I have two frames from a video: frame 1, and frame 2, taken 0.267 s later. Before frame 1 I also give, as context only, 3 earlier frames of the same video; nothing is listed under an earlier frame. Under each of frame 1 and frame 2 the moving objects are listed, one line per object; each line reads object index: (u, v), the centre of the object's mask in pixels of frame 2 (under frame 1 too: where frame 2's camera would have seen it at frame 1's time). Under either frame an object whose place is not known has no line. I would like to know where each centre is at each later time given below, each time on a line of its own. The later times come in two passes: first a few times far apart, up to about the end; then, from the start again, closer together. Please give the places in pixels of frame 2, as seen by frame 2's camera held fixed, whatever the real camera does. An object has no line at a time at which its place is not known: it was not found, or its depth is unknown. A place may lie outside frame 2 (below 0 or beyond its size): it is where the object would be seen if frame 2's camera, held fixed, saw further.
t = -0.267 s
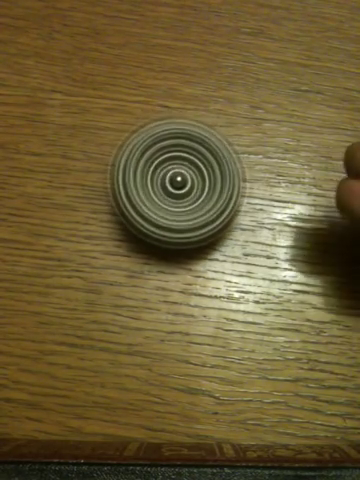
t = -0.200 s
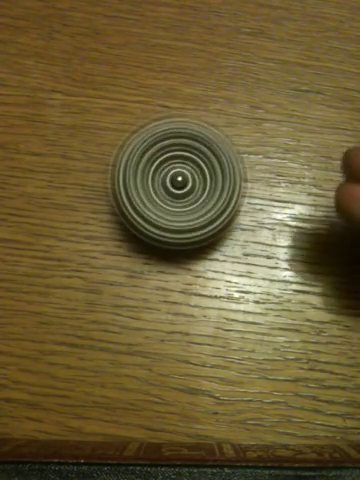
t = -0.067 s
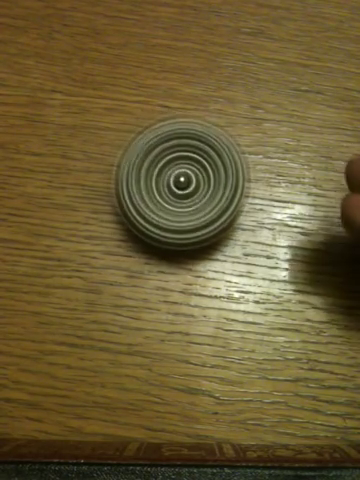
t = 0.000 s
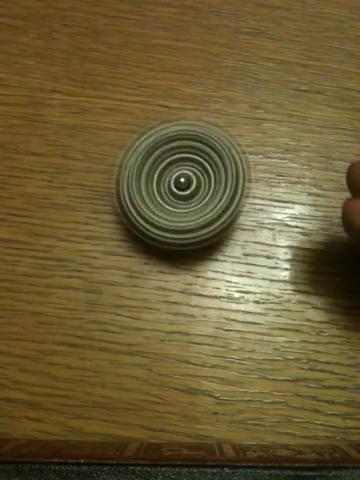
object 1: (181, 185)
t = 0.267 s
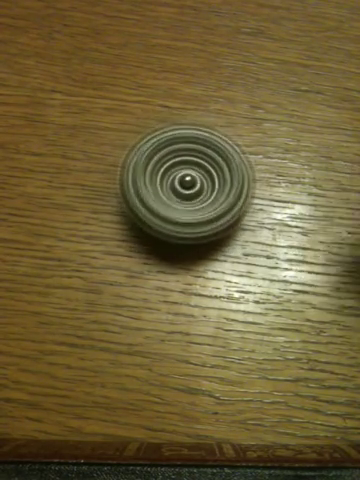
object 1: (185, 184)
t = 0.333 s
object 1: (186, 185)
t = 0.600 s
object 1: (186, 185)
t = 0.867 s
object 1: (188, 188)
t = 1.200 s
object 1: (184, 192)
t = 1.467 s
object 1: (188, 193)
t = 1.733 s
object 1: (188, 195)
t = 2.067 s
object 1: (186, 202)
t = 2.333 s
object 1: (186, 206)
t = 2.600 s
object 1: (188, 208)
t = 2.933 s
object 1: (189, 211)
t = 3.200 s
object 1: (190, 212)
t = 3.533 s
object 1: (192, 214)
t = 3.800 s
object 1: (194, 216)
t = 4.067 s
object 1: (193, 218)
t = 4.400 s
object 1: (194, 221)
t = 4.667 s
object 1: (199, 221)
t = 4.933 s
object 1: (199, 222)
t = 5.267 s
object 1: (205, 222)
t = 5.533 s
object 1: (205, 223)
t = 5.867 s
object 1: (206, 226)
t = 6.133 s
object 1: (206, 228)
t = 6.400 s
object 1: (208, 229)
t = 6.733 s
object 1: (208, 233)
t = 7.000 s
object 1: (209, 234)
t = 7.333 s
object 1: (213, 236)
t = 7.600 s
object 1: (215, 236)
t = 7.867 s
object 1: (217, 237)
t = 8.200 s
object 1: (220, 239)
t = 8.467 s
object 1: (223, 240)
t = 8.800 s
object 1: (225, 240)
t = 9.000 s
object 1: (225, 241)
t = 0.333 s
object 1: (186, 185)
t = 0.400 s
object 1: (186, 185)
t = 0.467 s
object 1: (186, 185)
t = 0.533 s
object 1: (186, 185)
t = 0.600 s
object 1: (186, 185)
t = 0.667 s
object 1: (187, 186)
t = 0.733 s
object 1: (188, 188)
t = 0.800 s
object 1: (188, 188)
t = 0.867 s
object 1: (188, 188)
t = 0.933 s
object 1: (188, 189)
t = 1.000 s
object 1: (187, 190)
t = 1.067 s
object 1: (186, 191)
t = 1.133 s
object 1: (184, 192)
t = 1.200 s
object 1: (184, 192)
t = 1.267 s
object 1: (186, 191)
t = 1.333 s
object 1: (186, 192)
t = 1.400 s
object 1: (187, 191)
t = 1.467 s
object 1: (188, 193)
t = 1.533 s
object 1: (188, 193)
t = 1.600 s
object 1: (188, 194)
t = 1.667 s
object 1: (188, 195)
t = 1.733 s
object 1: (188, 195)
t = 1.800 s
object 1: (188, 196)
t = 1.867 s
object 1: (187, 196)
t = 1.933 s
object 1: (187, 199)
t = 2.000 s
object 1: (186, 201)
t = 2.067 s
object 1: (186, 202)
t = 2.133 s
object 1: (186, 203)
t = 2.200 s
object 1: (186, 204)
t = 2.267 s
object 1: (187, 205)
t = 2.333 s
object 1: (186, 206)
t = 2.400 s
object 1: (186, 207)
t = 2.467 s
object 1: (187, 206)
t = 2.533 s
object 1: (188, 207)
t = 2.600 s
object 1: (188, 208)
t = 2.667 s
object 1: (188, 208)
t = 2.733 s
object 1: (188, 208)
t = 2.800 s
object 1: (188, 209)
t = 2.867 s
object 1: (188, 210)
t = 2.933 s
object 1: (189, 211)
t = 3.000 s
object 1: (189, 211)
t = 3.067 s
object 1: (189, 211)
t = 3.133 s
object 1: (189, 211)
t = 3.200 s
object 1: (190, 212)
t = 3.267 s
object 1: (190, 213)
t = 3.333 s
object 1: (190, 213)
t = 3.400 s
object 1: (190, 214)
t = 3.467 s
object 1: (191, 214)
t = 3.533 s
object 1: (192, 214)
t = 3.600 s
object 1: (192, 215)
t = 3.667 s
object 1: (193, 215)
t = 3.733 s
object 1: (194, 216)
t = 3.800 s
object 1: (194, 216)
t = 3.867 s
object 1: (194, 217)
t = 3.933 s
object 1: (193, 217)
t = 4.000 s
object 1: (193, 217)
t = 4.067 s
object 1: (193, 218)
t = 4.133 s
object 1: (193, 218)
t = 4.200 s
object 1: (193, 219)
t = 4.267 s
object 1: (194, 220)
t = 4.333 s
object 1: (194, 220)
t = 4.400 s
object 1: (194, 221)
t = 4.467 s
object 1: (195, 220)
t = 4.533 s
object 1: (198, 220)
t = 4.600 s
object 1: (199, 220)
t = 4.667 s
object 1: (199, 221)
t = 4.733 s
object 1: (198, 221)
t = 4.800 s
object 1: (198, 221)
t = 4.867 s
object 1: (199, 222)
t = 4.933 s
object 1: (199, 222)
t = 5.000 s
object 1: (199, 223)
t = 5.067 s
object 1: (200, 223)
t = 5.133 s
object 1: (202, 222)
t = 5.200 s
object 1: (205, 221)
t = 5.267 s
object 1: (205, 222)
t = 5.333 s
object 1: (205, 223)
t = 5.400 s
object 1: (205, 223)
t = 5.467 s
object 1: (205, 223)
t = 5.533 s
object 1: (205, 223)
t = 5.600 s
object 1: (205, 224)
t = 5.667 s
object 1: (206, 223)
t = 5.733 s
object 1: (206, 225)
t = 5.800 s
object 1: (206, 226)
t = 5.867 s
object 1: (206, 226)
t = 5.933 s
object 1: (207, 226)
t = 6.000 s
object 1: (207, 227)
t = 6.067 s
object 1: (206, 227)
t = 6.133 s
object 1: (206, 228)
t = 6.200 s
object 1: (206, 228)
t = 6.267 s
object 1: (206, 228)
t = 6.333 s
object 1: (207, 229)
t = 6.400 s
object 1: (208, 229)
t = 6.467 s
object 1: (208, 230)
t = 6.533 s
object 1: (207, 231)
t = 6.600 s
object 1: (208, 231)
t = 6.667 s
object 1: (208, 232)
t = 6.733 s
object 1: (208, 233)
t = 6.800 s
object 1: (208, 233)
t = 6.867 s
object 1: (208, 234)
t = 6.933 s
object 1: (208, 234)
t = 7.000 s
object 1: (209, 234)
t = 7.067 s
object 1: (210, 234)
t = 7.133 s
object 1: (212, 235)
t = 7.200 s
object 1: (213, 235)
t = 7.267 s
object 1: (213, 236)
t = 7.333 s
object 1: (213, 236)
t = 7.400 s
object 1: (214, 236)
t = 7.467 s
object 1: (214, 237)
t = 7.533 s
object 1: (214, 237)
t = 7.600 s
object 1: (215, 236)
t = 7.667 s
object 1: (216, 236)
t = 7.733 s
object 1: (217, 236)
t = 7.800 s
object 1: (217, 237)
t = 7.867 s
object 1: (217, 237)
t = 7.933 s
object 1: (217, 238)
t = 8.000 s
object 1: (218, 238)
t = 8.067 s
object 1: (218, 238)
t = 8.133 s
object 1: (219, 238)
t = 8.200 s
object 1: (220, 239)
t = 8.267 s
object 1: (222, 239)
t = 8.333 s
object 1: (223, 240)
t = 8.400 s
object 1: (223, 240)
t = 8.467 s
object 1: (223, 240)
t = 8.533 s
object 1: (223, 240)
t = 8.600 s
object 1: (224, 240)
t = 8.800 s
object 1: (225, 240)
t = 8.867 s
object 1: (225, 240)
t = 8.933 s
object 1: (225, 241)
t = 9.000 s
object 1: (225, 241)
